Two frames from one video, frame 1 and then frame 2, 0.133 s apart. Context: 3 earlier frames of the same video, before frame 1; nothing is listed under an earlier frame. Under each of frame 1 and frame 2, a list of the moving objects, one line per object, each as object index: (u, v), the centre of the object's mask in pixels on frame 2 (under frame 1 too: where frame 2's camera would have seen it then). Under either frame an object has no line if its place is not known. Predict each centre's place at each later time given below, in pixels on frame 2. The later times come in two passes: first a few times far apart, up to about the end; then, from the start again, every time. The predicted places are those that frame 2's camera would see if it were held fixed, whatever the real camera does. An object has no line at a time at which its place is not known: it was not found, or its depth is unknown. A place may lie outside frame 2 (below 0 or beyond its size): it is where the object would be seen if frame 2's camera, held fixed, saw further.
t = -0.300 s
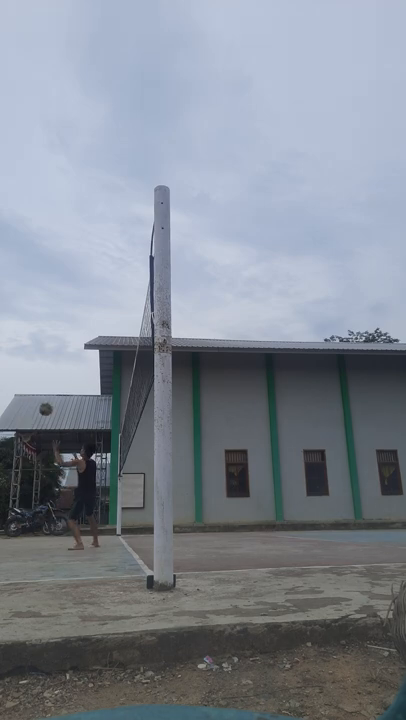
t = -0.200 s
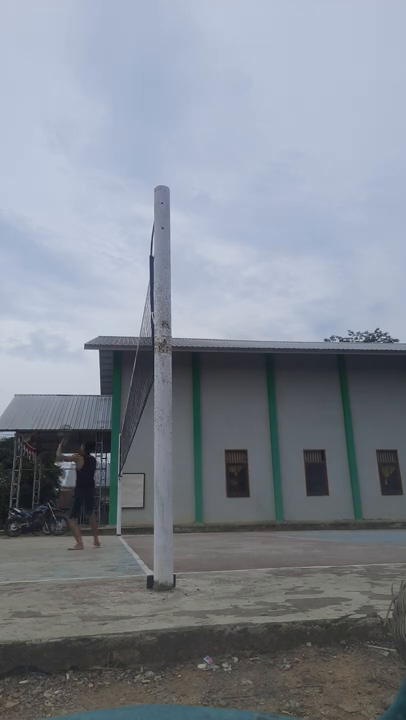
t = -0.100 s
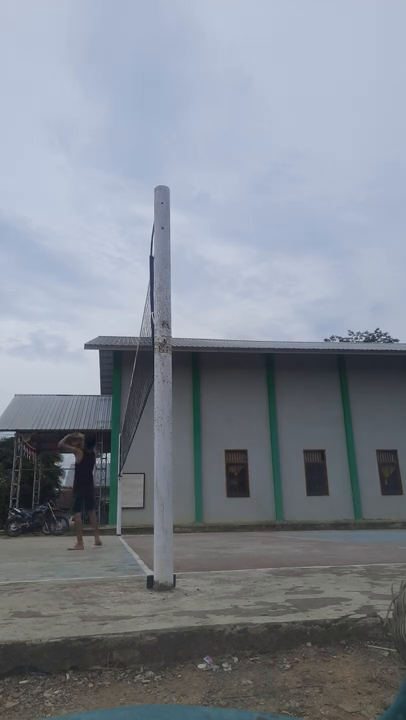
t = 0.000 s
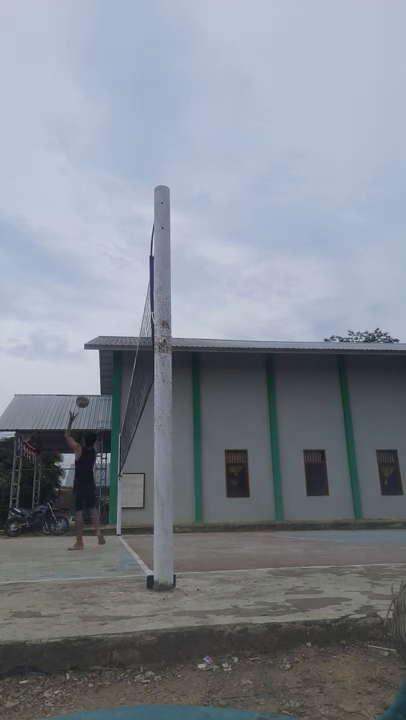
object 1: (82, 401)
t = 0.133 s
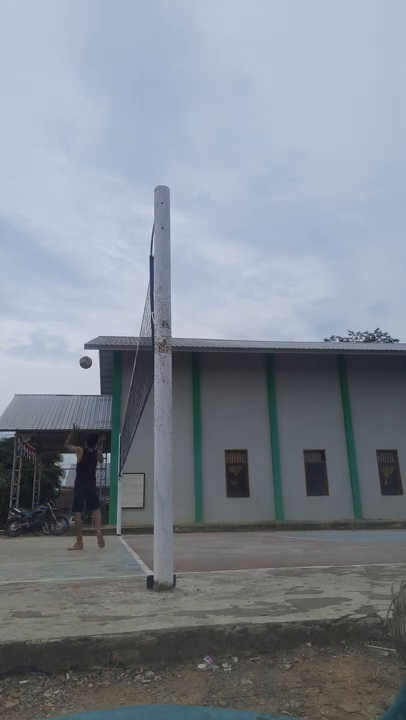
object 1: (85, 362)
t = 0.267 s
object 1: (87, 336)
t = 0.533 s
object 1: (90, 317)
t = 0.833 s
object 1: (90, 337)
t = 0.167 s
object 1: (86, 355)
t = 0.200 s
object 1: (86, 348)
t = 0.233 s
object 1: (87, 342)
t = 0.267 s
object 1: (87, 336)
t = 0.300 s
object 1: (88, 332)
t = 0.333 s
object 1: (88, 328)
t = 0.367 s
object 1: (88, 325)
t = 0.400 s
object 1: (89, 322)
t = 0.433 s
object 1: (89, 320)
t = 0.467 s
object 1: (89, 318)
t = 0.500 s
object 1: (89, 317)
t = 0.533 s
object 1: (90, 317)
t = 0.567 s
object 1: (90, 317)
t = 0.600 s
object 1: (90, 318)
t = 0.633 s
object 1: (90, 319)
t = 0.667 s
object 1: (90, 321)
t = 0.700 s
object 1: (90, 323)
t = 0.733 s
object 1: (90, 326)
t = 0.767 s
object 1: (90, 329)
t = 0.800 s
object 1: (90, 333)
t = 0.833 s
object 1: (90, 337)
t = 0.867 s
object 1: (90, 341)
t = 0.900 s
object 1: (89, 347)
